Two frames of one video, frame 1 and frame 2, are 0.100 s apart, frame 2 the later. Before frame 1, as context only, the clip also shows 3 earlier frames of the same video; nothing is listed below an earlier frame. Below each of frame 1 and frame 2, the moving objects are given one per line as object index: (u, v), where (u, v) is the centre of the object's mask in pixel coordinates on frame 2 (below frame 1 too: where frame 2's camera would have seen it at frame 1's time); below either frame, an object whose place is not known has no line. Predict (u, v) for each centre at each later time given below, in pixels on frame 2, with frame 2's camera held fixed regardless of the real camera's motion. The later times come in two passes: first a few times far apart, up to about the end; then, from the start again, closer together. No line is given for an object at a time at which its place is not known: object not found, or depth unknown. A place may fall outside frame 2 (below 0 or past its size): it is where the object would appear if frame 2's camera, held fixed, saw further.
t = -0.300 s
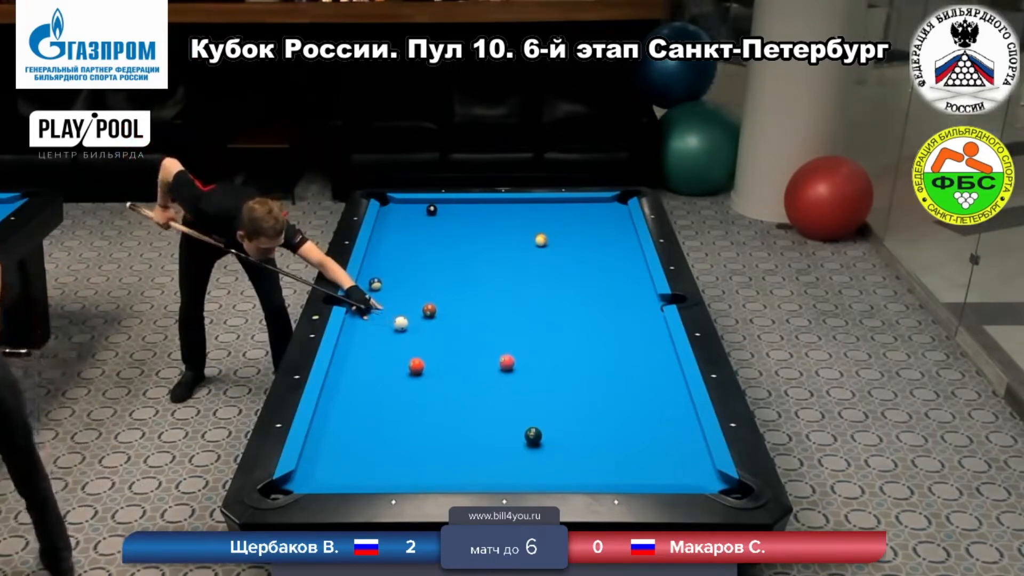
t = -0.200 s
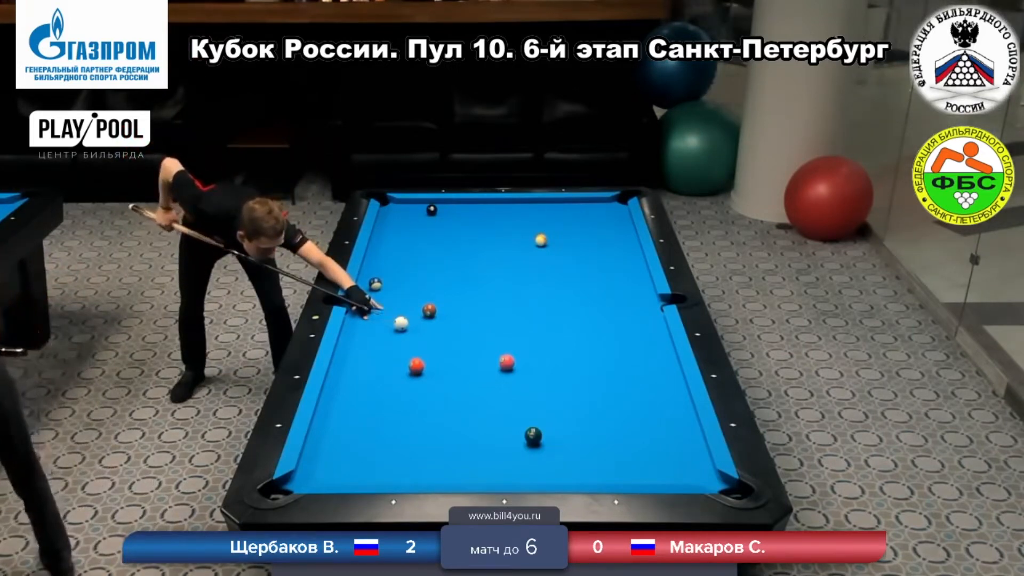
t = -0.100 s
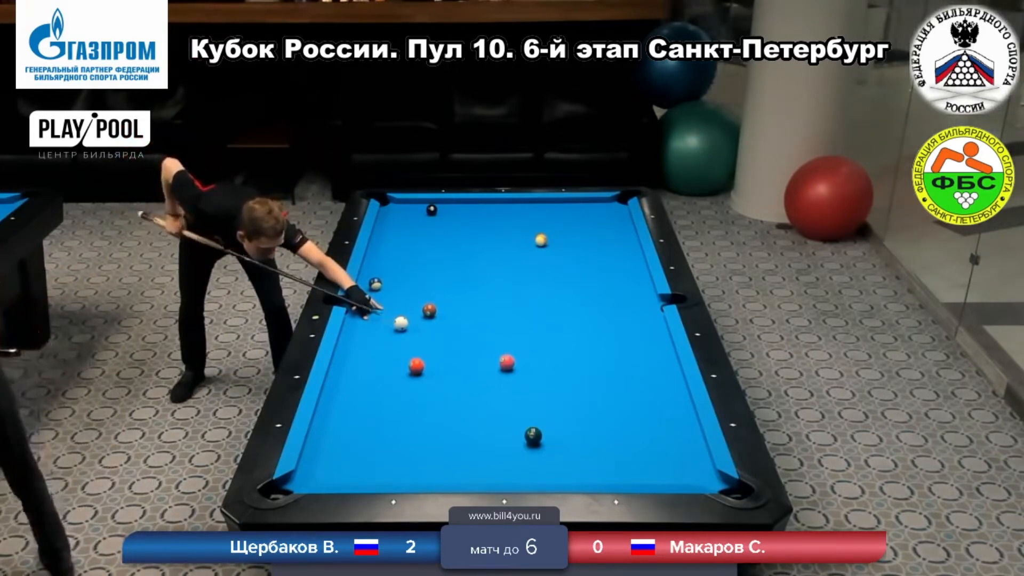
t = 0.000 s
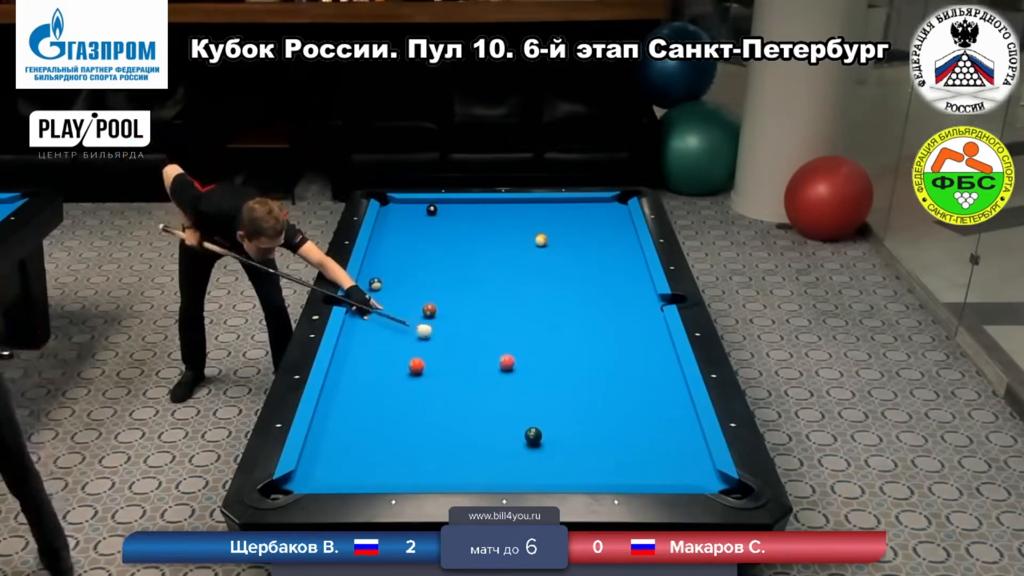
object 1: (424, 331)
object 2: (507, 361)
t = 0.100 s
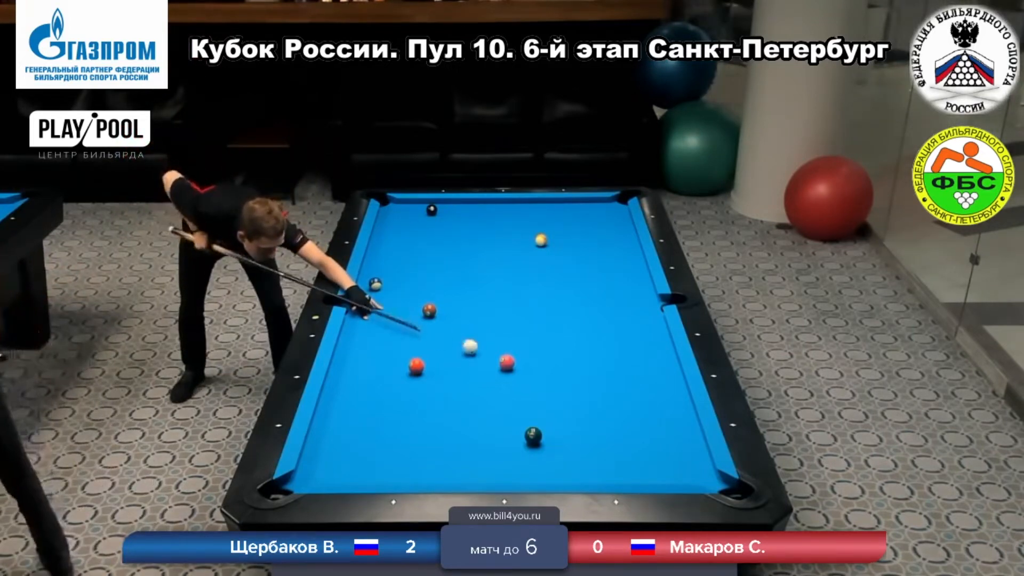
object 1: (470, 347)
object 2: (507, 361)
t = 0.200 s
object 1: (502, 355)
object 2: (519, 369)
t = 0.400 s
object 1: (535, 352)
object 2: (576, 404)
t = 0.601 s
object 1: (571, 351)
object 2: (628, 436)
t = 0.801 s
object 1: (607, 351)
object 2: (685, 471)
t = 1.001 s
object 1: (642, 351)
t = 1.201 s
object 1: (663, 349)
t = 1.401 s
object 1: (644, 347)
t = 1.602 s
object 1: (626, 345)
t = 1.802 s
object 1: (609, 343)
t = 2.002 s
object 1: (594, 341)
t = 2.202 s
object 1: (579, 339)
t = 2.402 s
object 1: (565, 337)
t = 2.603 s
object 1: (552, 335)
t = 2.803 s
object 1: (540, 333)
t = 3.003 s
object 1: (529, 332)
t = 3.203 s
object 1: (518, 330)
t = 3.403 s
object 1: (509, 329)
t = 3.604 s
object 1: (500, 328)
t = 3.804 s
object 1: (491, 326)
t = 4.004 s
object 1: (484, 325)
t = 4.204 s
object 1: (477, 324)
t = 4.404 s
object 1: (471, 324)
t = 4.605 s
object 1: (466, 323)
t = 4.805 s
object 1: (461, 323)
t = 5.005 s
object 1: (458, 322)
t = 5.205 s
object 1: (455, 321)
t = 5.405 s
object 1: (453, 321)
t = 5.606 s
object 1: (451, 321)
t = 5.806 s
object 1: (451, 321)
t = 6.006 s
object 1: (450, 321)
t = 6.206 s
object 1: (450, 321)
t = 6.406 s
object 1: (450, 321)
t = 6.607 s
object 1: (450, 321)
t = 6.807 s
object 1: (450, 321)
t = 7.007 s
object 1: (450, 321)
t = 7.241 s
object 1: (450, 321)
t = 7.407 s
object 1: (450, 321)
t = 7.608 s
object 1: (450, 321)
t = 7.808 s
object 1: (450, 321)
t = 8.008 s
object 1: (450, 321)
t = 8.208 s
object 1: (450, 321)
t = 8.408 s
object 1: (450, 321)
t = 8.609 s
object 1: (450, 321)
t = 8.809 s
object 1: (450, 321)
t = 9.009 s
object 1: (450, 321)
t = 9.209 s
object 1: (450, 321)
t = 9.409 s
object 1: (450, 321)
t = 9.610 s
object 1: (450, 321)
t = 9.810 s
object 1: (450, 321)
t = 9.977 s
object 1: (450, 321)
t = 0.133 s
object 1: (485, 352)
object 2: (507, 361)
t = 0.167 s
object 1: (497, 356)
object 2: (509, 363)
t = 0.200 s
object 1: (502, 355)
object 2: (519, 369)
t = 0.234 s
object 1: (507, 354)
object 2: (529, 375)
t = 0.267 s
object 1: (512, 353)
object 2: (539, 381)
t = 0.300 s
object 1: (517, 352)
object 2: (549, 388)
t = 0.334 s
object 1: (523, 352)
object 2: (558, 393)
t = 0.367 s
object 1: (529, 352)
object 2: (567, 398)
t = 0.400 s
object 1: (535, 352)
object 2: (576, 404)
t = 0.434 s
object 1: (541, 352)
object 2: (585, 410)
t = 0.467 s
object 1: (547, 352)
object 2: (593, 415)
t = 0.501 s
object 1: (553, 352)
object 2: (602, 420)
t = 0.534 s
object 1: (559, 352)
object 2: (610, 425)
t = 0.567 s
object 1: (565, 352)
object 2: (619, 431)
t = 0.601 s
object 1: (571, 351)
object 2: (628, 436)
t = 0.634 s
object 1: (577, 351)
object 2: (637, 442)
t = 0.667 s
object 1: (583, 351)
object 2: (646, 448)
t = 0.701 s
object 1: (589, 351)
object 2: (656, 453)
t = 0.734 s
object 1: (595, 351)
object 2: (665, 459)
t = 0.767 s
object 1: (601, 351)
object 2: (675, 466)
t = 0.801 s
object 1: (607, 351)
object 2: (685, 471)
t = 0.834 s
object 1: (613, 351)
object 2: (695, 476)
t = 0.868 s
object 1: (618, 351)
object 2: (706, 481)
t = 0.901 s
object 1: (624, 351)
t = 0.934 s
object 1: (630, 351)
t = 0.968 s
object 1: (636, 351)
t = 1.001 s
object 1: (642, 351)
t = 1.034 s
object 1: (647, 351)
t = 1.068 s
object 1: (653, 350)
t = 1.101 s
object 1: (659, 350)
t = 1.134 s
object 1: (665, 350)
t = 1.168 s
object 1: (668, 350)
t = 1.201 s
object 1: (663, 349)
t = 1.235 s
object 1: (660, 349)
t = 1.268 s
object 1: (656, 349)
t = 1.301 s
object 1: (653, 348)
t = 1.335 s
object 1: (650, 348)
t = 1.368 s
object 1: (647, 348)
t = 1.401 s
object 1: (644, 347)
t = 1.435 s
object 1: (641, 347)
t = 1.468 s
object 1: (638, 346)
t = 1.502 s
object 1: (635, 346)
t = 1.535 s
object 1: (632, 346)
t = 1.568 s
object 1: (629, 345)
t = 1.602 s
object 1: (626, 345)
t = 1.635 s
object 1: (623, 344)
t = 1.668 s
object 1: (621, 344)
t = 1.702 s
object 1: (618, 344)
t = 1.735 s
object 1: (615, 343)
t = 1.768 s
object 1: (612, 343)
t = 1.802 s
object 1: (609, 343)
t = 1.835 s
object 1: (607, 342)
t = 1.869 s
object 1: (604, 342)
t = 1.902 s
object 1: (601, 342)
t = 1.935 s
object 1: (599, 341)
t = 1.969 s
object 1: (596, 341)
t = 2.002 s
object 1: (594, 341)
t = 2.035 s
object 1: (591, 340)
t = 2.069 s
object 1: (588, 340)
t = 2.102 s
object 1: (586, 340)
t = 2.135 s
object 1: (584, 339)
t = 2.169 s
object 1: (581, 339)
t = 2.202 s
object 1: (579, 339)
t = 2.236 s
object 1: (576, 338)
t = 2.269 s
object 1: (574, 338)
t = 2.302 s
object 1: (572, 338)
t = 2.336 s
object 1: (570, 337)
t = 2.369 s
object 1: (567, 337)
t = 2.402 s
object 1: (565, 337)
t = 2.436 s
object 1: (563, 337)
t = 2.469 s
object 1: (561, 336)
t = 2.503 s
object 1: (559, 336)
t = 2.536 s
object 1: (556, 336)
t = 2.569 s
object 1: (554, 335)
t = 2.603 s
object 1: (552, 335)
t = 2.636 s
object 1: (550, 335)
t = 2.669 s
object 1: (548, 334)
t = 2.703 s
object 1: (546, 334)
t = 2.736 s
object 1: (544, 334)
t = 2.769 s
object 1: (542, 334)
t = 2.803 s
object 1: (540, 333)
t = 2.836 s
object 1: (538, 333)
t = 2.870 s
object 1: (536, 333)
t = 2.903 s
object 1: (534, 333)
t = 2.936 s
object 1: (532, 332)
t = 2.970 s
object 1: (530, 332)
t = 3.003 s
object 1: (529, 332)
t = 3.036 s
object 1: (527, 331)
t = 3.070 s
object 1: (525, 331)
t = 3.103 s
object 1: (523, 331)
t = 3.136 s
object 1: (521, 331)
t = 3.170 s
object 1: (520, 330)
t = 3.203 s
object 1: (518, 330)
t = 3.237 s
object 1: (517, 330)
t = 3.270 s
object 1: (515, 330)
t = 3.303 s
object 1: (513, 330)
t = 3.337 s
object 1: (512, 329)
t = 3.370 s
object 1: (510, 329)
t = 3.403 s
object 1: (509, 329)
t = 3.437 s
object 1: (507, 329)
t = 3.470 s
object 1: (505, 328)
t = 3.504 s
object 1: (504, 328)
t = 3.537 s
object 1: (502, 328)
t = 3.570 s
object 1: (501, 328)
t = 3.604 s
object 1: (500, 328)
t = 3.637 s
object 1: (498, 328)
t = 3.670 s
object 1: (497, 327)
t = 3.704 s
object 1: (495, 327)
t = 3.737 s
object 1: (494, 327)
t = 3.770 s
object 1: (493, 327)
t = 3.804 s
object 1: (491, 326)
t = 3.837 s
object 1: (490, 326)
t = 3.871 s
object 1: (489, 326)
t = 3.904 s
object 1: (488, 326)
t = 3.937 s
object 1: (486, 326)
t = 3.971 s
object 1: (485, 326)
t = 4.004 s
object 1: (484, 325)
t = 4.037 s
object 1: (483, 325)
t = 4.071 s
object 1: (482, 325)
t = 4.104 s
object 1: (481, 325)
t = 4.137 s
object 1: (480, 324)
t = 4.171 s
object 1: (479, 324)
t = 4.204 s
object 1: (477, 324)
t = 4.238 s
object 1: (476, 324)
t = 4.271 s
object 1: (475, 324)
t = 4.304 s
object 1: (474, 324)
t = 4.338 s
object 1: (473, 324)
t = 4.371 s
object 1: (472, 324)
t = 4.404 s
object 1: (471, 324)
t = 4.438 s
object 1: (470, 324)
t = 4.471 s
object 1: (469, 324)
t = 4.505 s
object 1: (469, 323)
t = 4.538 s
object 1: (468, 323)
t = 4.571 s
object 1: (467, 323)
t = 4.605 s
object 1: (466, 323)
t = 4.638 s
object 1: (465, 323)
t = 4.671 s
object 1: (465, 323)
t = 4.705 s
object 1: (464, 323)
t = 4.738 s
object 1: (463, 323)
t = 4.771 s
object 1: (462, 323)
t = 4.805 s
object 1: (461, 323)
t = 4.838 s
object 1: (461, 323)
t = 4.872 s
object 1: (460, 322)
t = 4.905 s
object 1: (460, 322)
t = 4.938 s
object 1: (459, 322)
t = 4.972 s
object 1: (458, 322)
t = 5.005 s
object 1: (458, 322)
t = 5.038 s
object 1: (457, 322)
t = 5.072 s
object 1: (457, 322)
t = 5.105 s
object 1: (456, 322)
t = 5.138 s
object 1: (456, 322)
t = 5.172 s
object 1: (455, 322)
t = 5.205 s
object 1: (455, 321)
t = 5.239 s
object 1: (454, 321)
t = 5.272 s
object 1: (454, 321)
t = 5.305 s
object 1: (453, 321)
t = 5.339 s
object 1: (453, 321)
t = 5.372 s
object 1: (453, 321)
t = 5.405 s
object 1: (453, 321)
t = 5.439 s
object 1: (452, 321)
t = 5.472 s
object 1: (452, 321)
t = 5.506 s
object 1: (452, 321)
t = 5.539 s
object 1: (452, 321)
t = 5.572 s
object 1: (451, 321)
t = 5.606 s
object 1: (451, 321)
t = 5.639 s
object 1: (451, 321)
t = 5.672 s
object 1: (451, 321)
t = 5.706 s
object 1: (451, 321)
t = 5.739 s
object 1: (451, 321)
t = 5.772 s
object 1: (451, 321)
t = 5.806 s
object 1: (451, 321)
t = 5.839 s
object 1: (451, 321)
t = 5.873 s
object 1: (451, 321)
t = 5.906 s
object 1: (450, 321)
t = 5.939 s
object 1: (450, 321)
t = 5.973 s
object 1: (450, 321)
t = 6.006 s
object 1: (450, 321)
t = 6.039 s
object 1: (450, 321)
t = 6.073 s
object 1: (450, 321)
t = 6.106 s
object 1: (450, 321)
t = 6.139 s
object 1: (450, 321)
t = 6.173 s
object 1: (450, 321)
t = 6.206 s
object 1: (450, 321)
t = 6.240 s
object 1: (450, 321)
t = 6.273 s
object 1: (450, 321)
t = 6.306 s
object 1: (450, 321)
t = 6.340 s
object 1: (450, 321)
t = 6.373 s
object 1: (450, 321)
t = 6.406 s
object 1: (450, 321)
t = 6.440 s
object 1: (450, 321)
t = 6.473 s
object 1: (450, 321)
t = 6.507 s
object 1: (450, 321)
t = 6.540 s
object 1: (450, 321)
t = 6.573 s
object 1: (450, 321)
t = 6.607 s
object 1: (450, 321)
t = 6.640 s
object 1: (450, 321)
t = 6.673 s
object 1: (450, 321)
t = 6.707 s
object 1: (450, 321)
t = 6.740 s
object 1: (450, 321)
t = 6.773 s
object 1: (450, 321)
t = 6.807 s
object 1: (450, 321)
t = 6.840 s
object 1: (450, 321)
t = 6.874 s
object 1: (450, 321)
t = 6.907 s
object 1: (450, 321)
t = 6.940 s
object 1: (450, 321)
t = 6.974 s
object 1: (450, 321)
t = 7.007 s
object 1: (450, 321)
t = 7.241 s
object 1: (450, 321)
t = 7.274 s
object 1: (450, 321)
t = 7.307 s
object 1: (450, 321)
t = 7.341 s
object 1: (450, 321)
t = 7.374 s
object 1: (450, 321)
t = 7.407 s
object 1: (450, 321)
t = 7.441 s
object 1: (450, 321)
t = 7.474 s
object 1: (450, 321)
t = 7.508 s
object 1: (450, 321)
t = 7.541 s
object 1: (450, 321)
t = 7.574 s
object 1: (450, 321)
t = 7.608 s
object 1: (450, 321)
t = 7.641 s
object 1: (450, 321)
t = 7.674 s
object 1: (450, 321)
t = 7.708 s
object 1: (450, 321)
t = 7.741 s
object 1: (450, 321)
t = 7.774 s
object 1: (450, 321)
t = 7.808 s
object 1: (450, 321)
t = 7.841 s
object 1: (450, 321)
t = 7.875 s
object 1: (450, 321)
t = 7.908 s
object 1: (450, 321)
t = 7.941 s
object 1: (450, 321)
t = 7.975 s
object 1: (450, 321)
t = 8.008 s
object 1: (450, 321)
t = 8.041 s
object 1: (450, 321)
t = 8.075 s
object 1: (450, 321)
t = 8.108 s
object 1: (450, 321)
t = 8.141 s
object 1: (450, 321)
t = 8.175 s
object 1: (450, 321)
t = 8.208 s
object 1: (450, 321)
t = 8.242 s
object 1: (450, 321)
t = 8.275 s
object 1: (450, 321)
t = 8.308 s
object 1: (450, 321)
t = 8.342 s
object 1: (450, 321)
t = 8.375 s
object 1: (450, 321)
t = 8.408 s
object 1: (450, 321)
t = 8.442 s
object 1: (450, 321)
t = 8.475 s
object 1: (450, 321)
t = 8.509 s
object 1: (450, 321)
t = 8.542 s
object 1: (450, 321)
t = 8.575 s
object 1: (450, 321)
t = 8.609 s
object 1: (450, 321)
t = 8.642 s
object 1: (450, 321)
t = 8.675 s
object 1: (450, 321)
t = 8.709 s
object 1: (450, 321)
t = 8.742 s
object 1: (450, 321)
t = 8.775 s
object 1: (450, 321)
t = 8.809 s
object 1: (450, 321)
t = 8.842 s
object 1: (450, 321)
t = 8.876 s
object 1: (450, 321)
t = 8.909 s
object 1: (450, 321)
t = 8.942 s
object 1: (450, 321)
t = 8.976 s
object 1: (450, 321)
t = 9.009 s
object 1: (450, 321)
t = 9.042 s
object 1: (450, 321)
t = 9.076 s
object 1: (450, 321)
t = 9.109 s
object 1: (450, 321)
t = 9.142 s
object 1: (450, 321)
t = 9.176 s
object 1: (450, 321)
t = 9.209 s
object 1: (450, 321)
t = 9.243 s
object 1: (450, 321)
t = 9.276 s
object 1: (450, 321)
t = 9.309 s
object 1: (450, 321)
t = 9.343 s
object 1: (450, 321)
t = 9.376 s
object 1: (450, 321)
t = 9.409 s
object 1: (450, 321)
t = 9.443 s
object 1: (450, 321)
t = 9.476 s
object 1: (450, 321)
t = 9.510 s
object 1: (450, 321)
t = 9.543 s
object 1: (450, 321)
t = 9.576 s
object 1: (450, 321)
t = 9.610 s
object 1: (450, 321)
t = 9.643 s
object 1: (450, 321)
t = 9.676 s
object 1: (450, 321)
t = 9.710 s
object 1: (450, 321)
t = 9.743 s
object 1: (450, 321)
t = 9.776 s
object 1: (450, 321)
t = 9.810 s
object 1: (450, 321)
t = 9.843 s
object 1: (450, 321)
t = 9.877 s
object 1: (450, 321)
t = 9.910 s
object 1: (450, 321)
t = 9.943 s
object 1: (450, 321)
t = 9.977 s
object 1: (450, 321)
